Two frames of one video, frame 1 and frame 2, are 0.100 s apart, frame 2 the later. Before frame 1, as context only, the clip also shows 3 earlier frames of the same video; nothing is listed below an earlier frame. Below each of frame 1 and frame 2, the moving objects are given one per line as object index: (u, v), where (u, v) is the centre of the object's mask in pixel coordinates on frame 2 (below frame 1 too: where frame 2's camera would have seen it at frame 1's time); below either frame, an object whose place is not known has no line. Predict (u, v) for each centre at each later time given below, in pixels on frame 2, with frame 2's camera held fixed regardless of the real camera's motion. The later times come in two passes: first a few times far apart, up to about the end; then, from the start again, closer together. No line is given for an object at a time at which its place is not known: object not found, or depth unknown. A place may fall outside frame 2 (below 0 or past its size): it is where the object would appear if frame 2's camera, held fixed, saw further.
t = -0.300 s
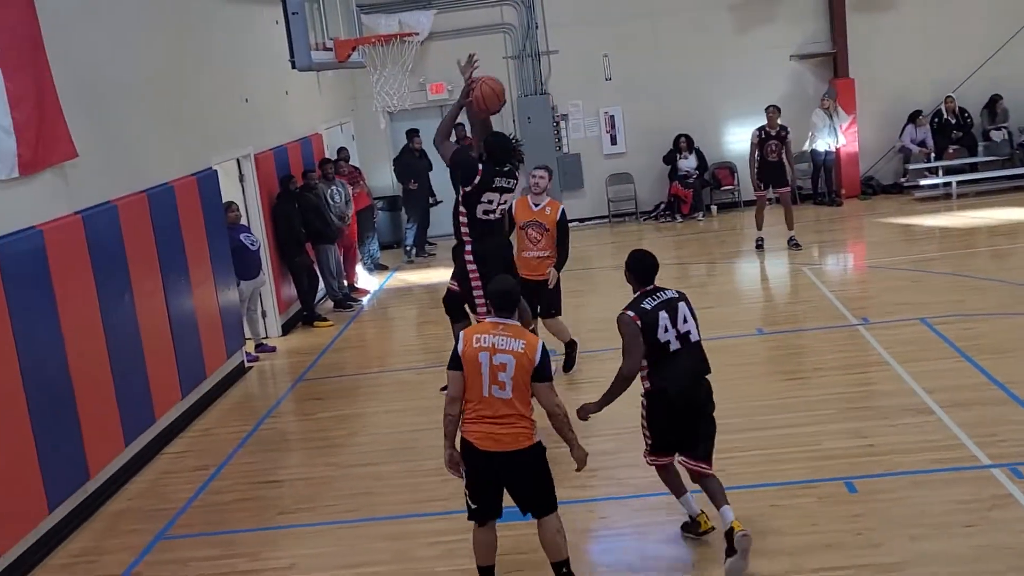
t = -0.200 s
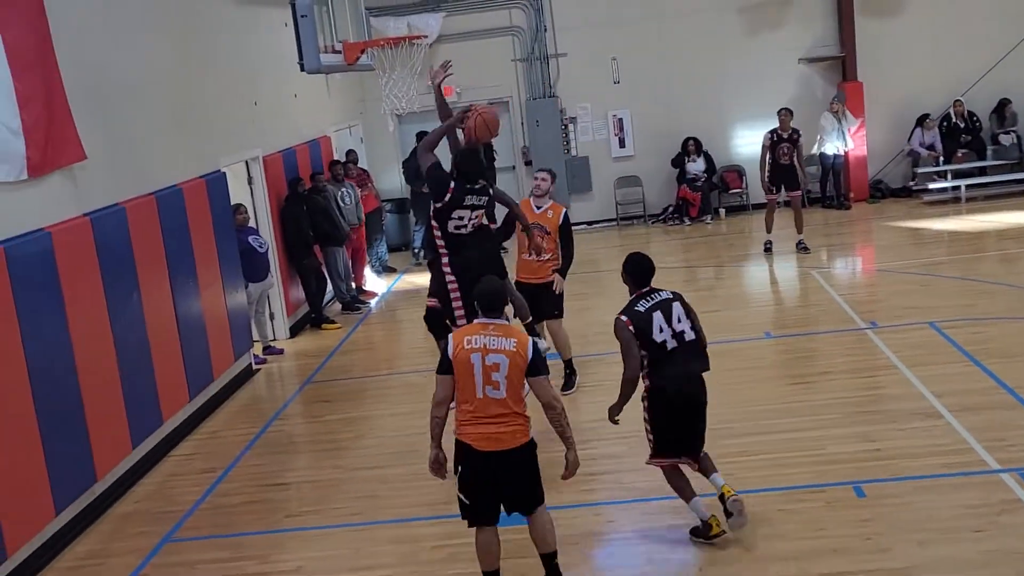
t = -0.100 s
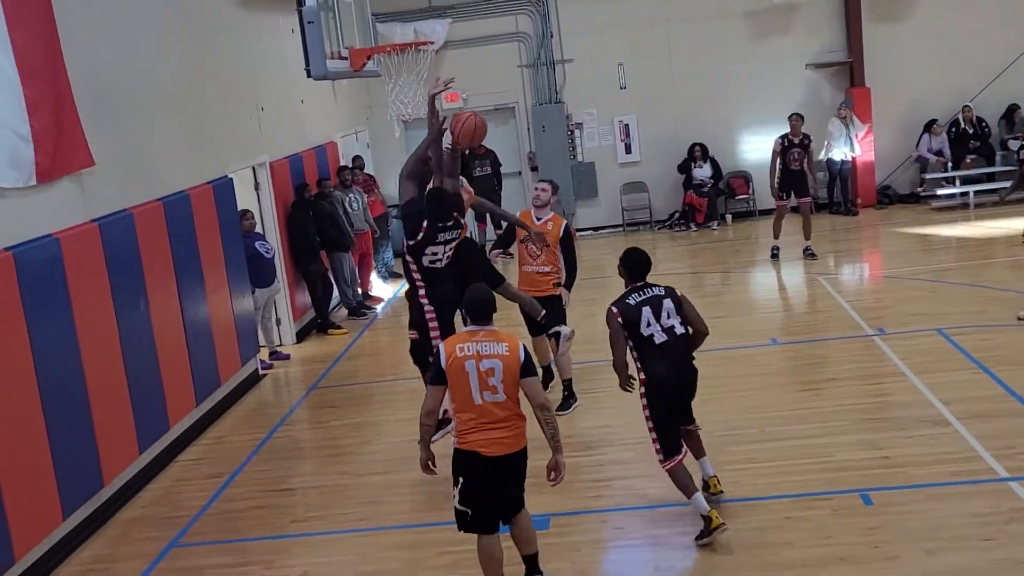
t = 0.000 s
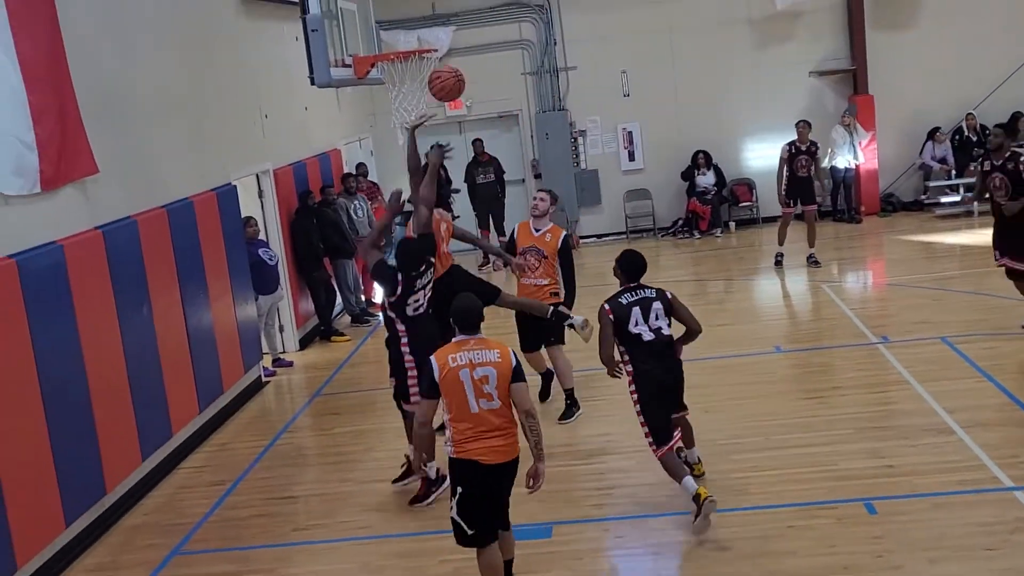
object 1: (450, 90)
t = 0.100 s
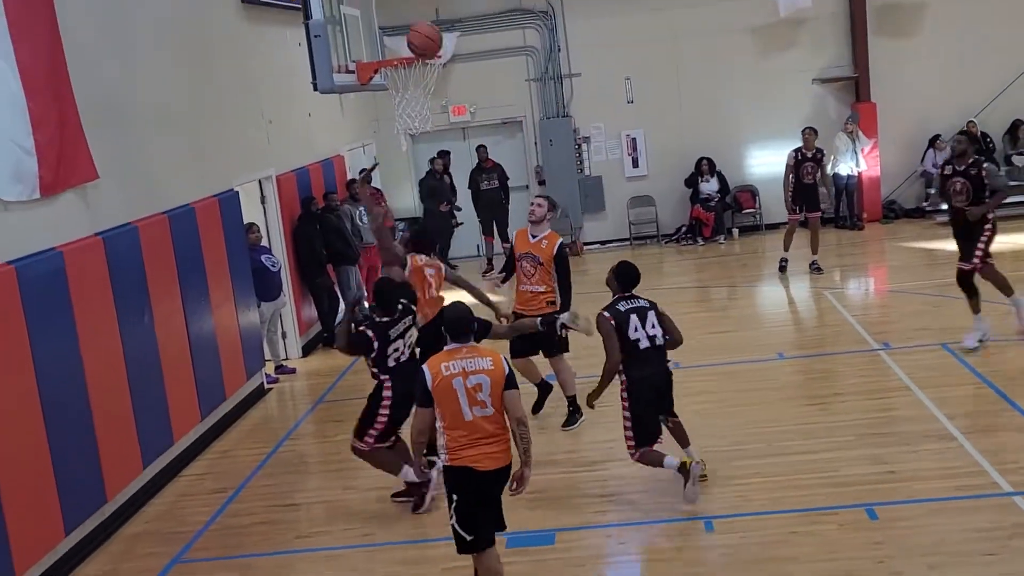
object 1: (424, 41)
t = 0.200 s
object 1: (402, 10)
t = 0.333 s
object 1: (376, -1)
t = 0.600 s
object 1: (391, 15)
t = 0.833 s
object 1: (431, 15)
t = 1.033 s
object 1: (460, 18)
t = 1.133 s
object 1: (477, 31)
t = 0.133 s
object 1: (417, 28)
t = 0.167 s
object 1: (409, 17)
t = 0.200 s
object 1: (402, 10)
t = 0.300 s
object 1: (382, 1)
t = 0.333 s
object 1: (376, -1)
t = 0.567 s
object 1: (384, 9)
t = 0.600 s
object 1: (391, 15)
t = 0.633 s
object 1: (399, 25)
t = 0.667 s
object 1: (408, 35)
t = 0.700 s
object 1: (415, 43)
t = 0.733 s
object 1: (419, 34)
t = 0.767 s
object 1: (423, 25)
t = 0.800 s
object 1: (427, 18)
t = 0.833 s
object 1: (431, 15)
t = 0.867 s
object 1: (436, 13)
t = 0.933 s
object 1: (445, 14)
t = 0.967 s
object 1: (450, 14)
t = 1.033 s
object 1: (460, 18)
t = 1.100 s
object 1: (471, 25)
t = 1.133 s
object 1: (477, 31)
